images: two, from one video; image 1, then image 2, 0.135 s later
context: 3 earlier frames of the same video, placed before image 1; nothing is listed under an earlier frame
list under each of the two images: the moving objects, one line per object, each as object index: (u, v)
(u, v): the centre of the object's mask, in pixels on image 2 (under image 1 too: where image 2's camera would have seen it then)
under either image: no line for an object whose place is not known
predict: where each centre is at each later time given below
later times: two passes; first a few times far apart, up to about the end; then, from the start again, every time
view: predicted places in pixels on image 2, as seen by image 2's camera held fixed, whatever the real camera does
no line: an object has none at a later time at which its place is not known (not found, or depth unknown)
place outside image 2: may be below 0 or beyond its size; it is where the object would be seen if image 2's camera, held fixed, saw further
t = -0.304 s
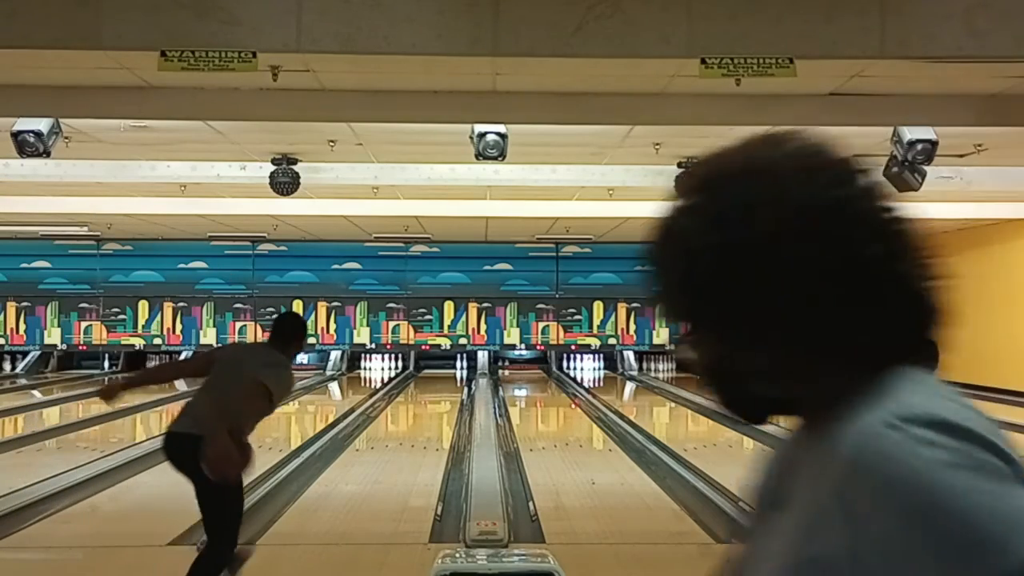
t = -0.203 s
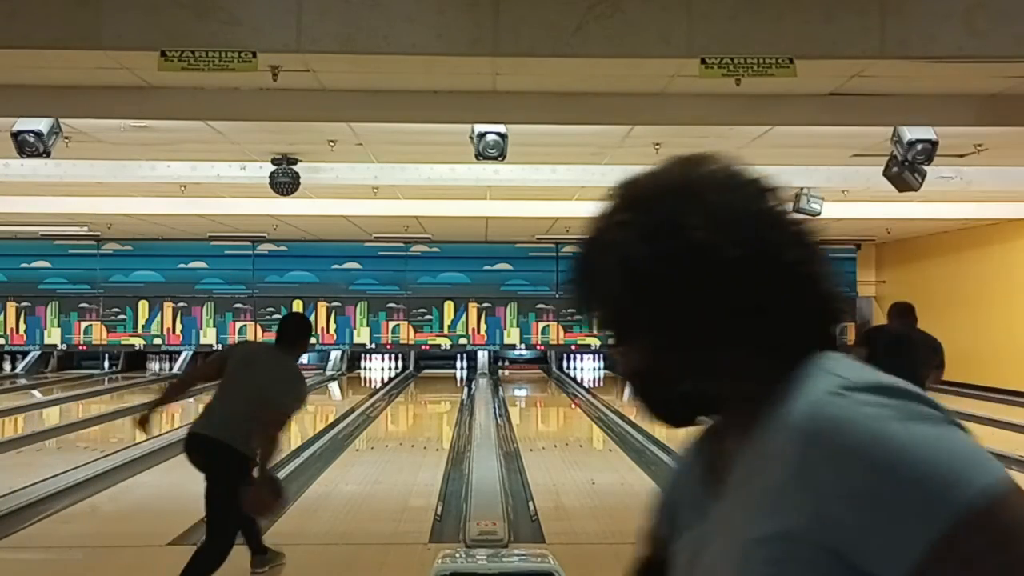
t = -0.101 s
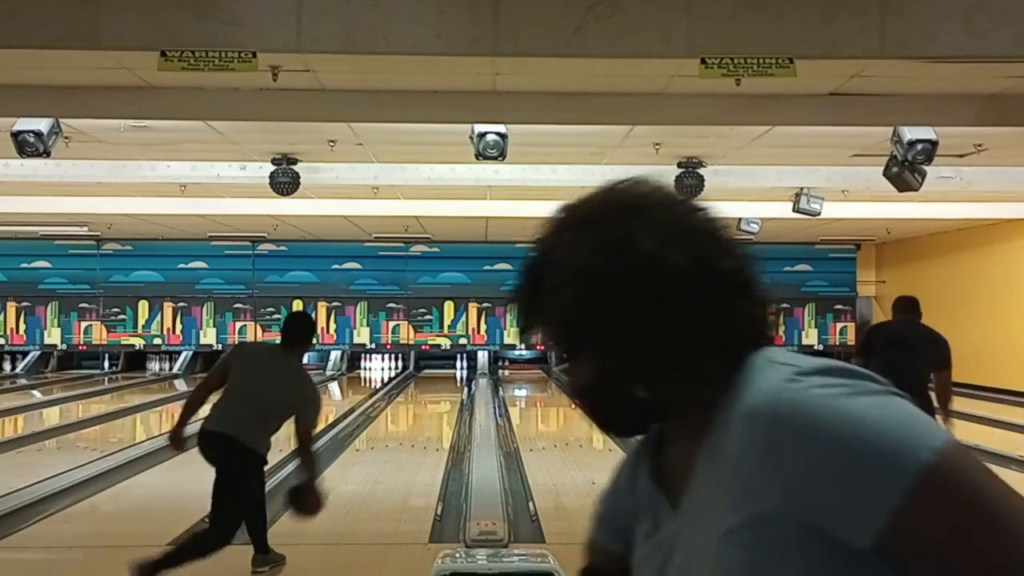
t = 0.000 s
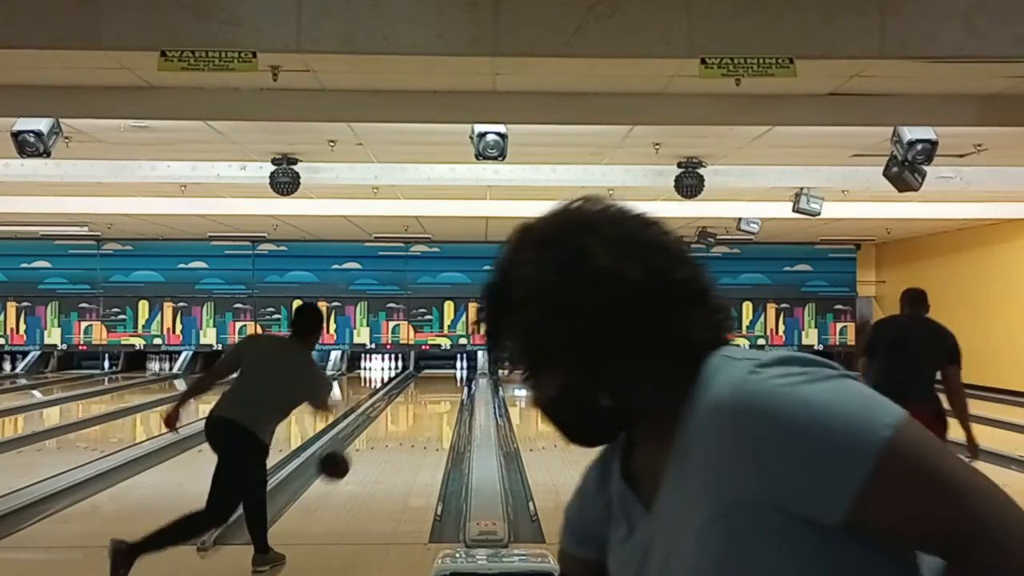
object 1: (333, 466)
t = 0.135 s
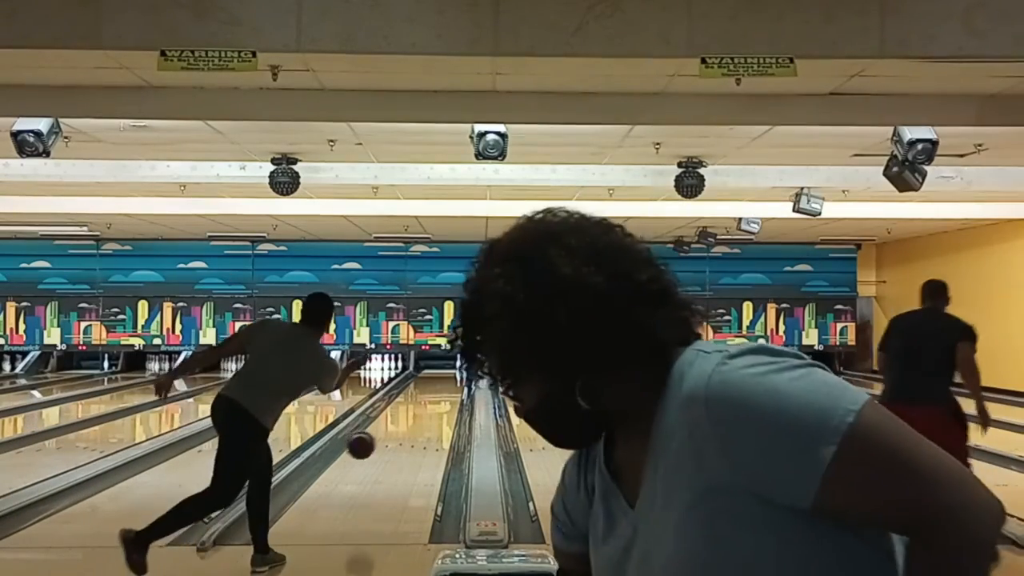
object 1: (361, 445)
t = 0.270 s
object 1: (380, 450)
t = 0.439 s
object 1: (399, 446)
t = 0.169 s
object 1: (366, 444)
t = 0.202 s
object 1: (371, 445)
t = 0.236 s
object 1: (376, 447)
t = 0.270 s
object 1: (380, 450)
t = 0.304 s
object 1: (384, 455)
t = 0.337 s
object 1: (389, 458)
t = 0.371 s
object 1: (393, 453)
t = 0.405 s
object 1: (396, 450)
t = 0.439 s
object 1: (399, 446)
